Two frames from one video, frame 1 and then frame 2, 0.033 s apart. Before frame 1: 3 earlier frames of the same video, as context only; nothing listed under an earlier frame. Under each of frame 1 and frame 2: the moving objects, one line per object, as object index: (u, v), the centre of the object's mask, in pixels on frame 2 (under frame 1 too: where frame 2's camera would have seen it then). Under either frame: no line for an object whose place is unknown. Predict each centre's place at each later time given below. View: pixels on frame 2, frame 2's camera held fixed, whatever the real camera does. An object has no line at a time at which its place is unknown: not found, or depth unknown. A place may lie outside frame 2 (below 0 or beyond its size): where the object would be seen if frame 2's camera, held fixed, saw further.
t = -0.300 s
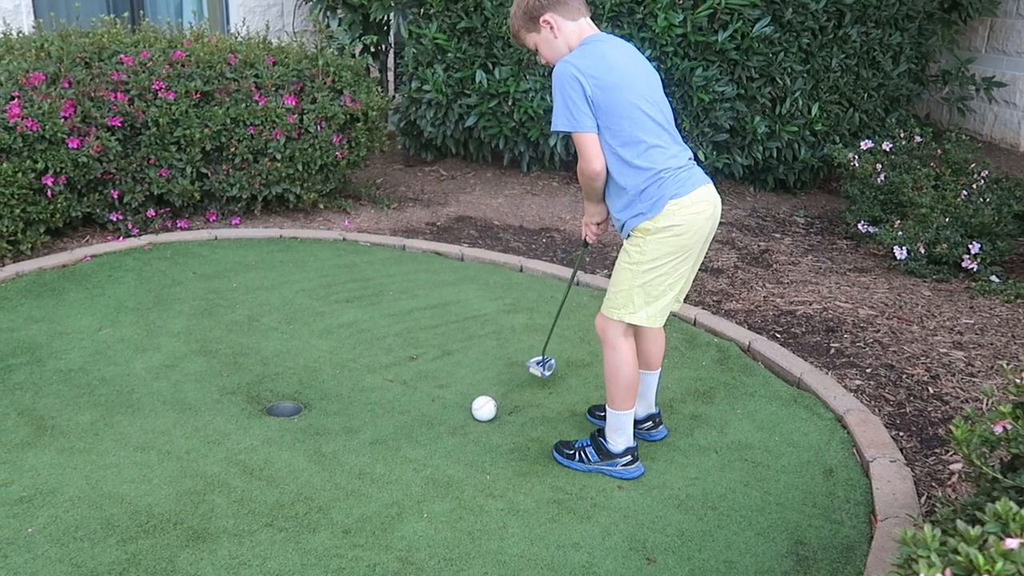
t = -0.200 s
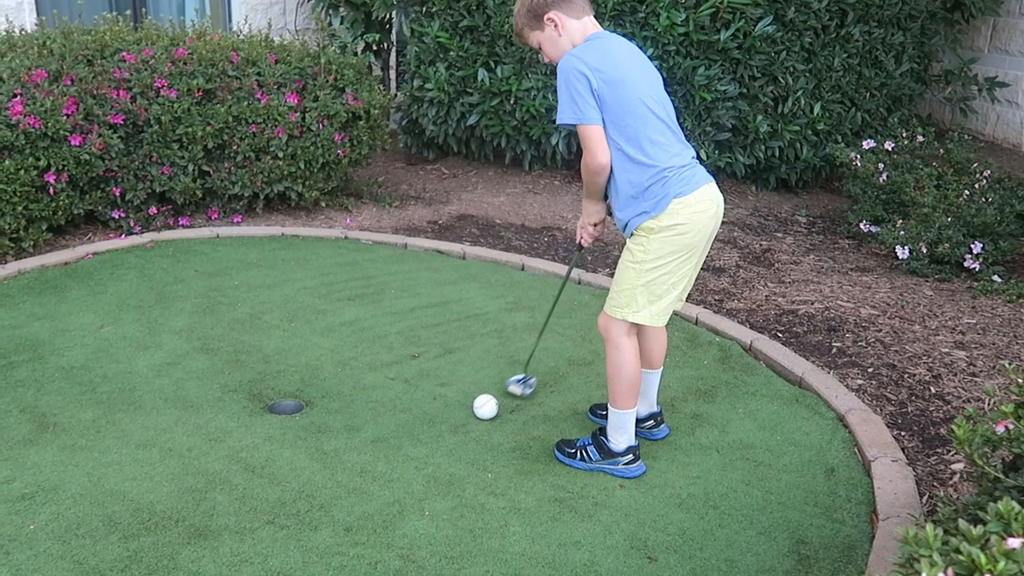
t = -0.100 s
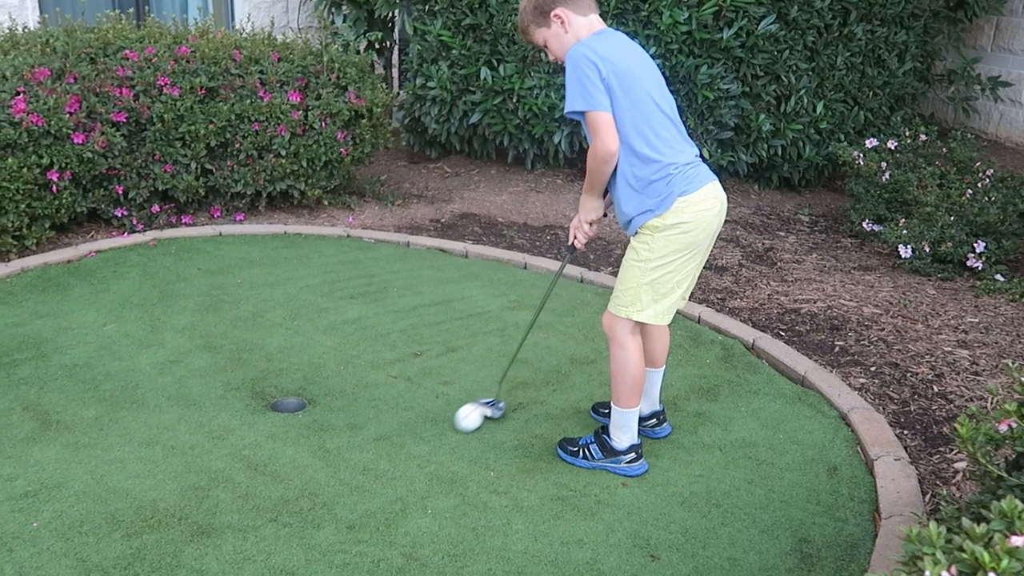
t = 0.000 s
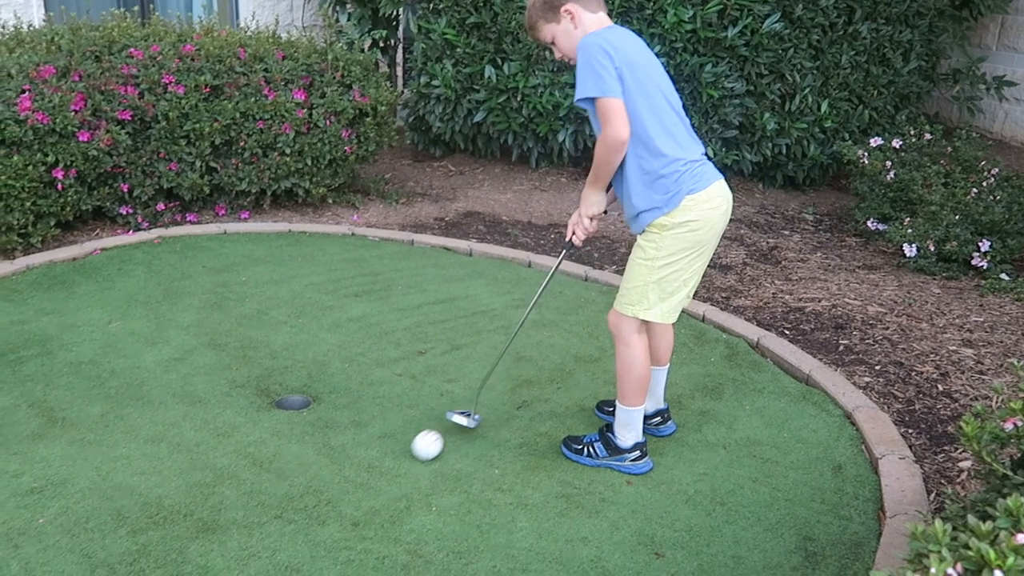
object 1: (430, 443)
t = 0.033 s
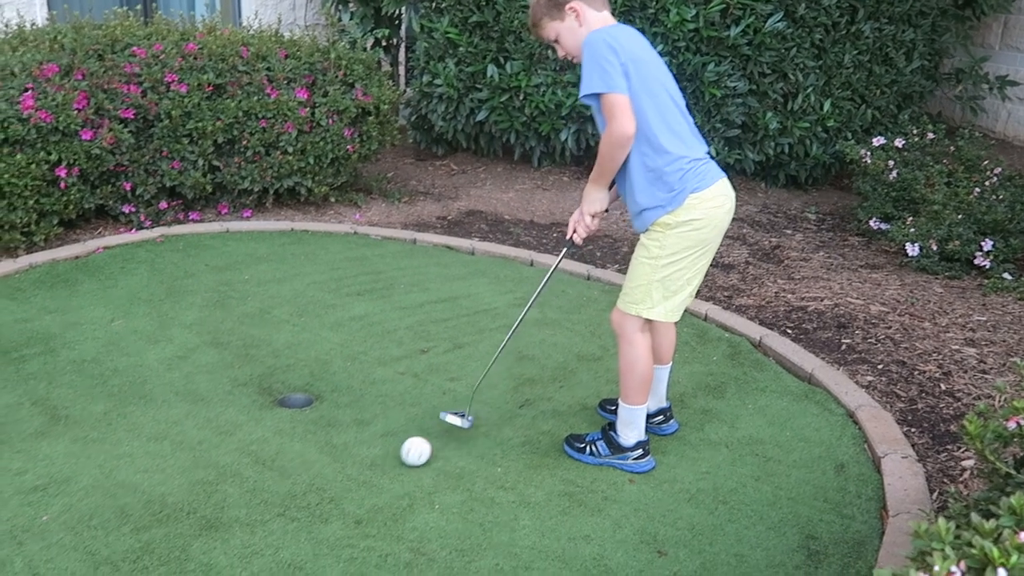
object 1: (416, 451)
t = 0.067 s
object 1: (402, 460)
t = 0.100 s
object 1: (388, 468)
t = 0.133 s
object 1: (374, 478)
